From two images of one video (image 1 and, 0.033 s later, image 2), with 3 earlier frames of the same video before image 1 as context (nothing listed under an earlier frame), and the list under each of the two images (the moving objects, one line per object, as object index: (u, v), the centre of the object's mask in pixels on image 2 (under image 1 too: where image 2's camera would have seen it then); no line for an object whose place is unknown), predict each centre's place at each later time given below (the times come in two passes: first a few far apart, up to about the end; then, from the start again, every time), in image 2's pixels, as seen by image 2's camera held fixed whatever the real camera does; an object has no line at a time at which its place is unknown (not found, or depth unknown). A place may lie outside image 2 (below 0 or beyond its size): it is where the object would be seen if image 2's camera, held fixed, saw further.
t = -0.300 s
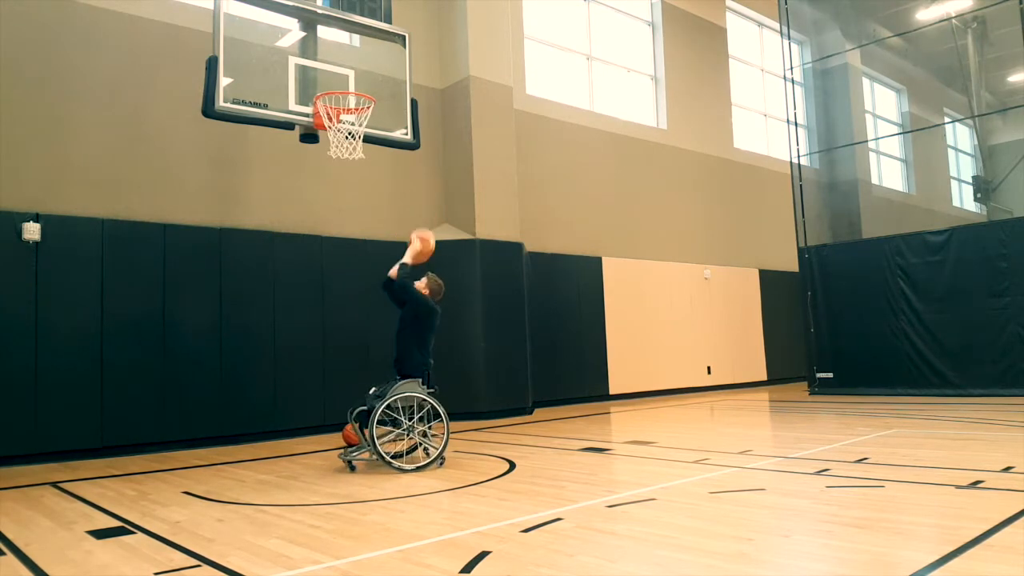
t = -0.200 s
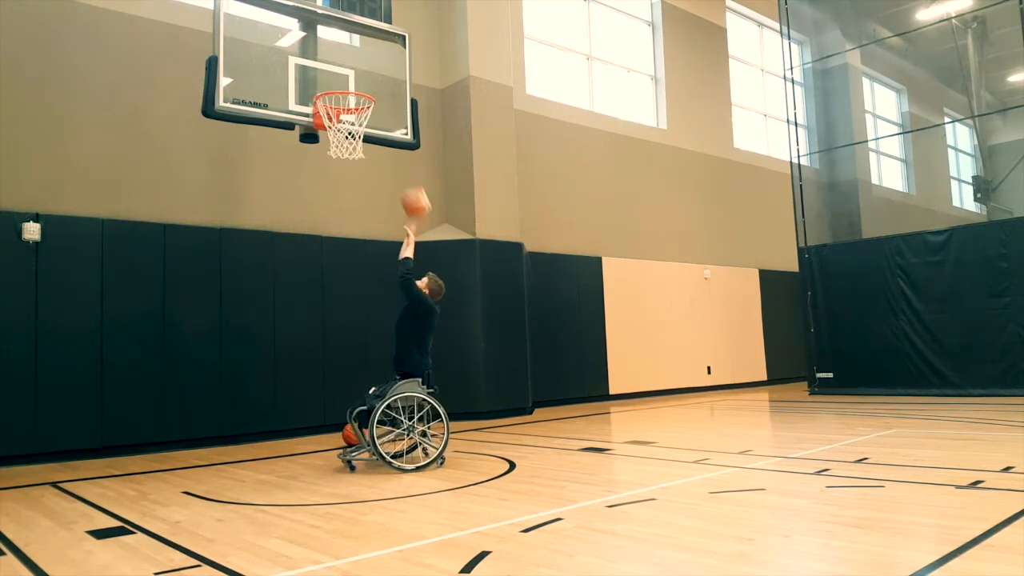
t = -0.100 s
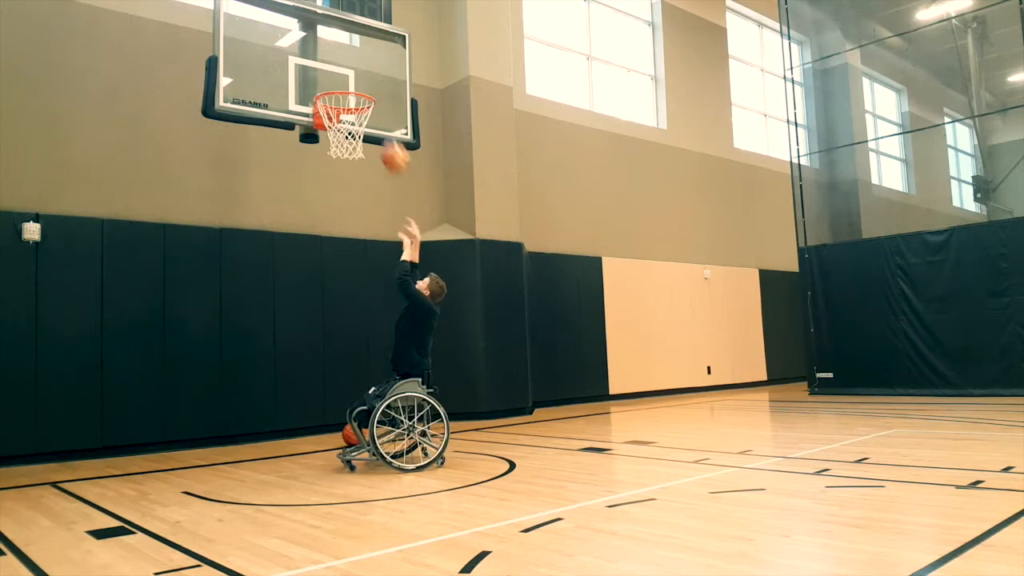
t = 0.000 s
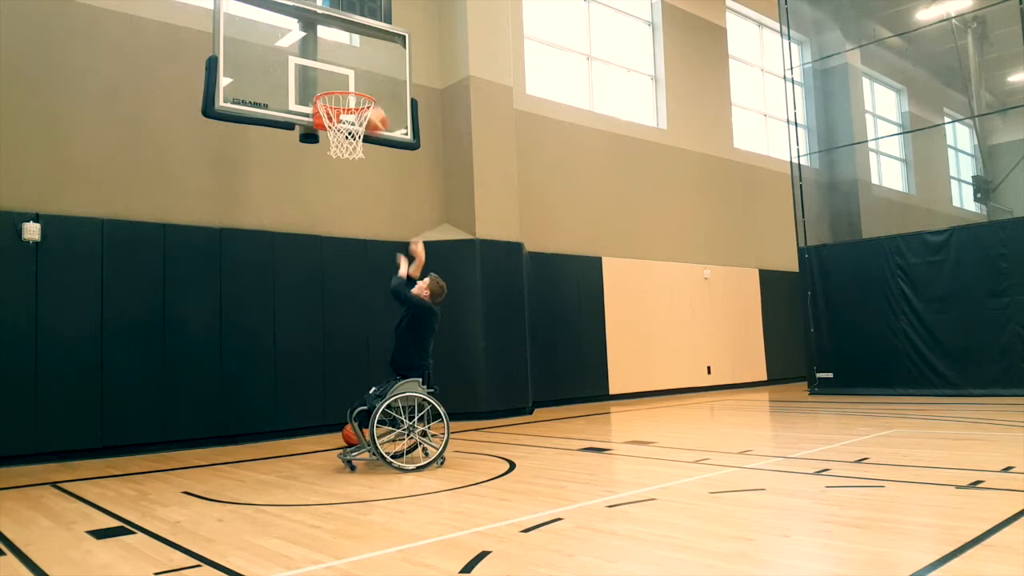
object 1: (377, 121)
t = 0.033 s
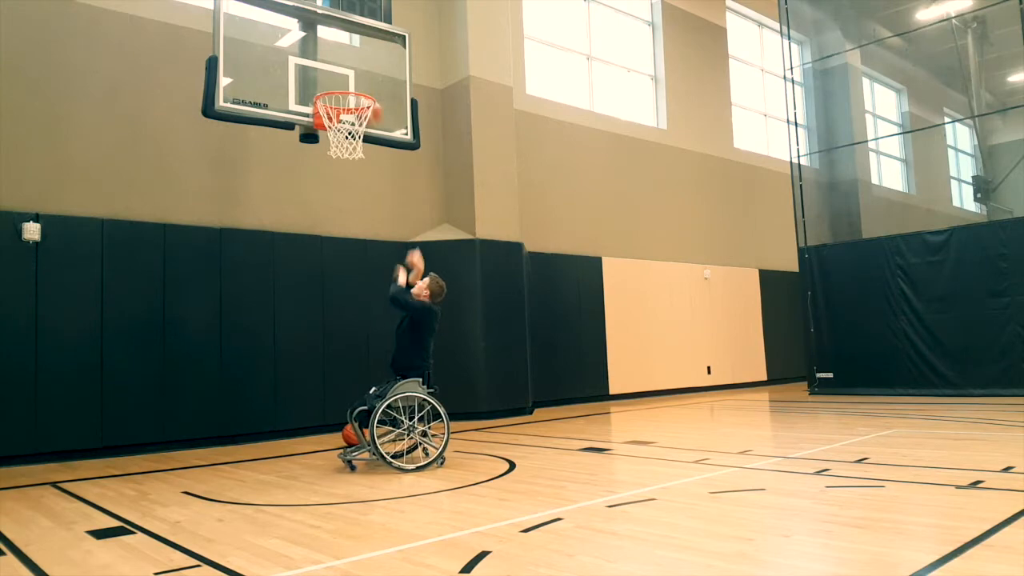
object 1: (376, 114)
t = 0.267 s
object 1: (356, 81)
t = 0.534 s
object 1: (335, 124)
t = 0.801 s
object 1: (327, 195)
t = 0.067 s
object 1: (360, 98)
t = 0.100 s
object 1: (360, 95)
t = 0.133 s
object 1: (359, 89)
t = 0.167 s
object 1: (358, 84)
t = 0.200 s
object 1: (357, 82)
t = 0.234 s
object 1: (356, 81)
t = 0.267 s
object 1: (356, 81)
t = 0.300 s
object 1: (354, 81)
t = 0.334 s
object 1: (354, 82)
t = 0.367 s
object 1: (353, 84)
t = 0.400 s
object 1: (353, 86)
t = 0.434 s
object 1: (347, 104)
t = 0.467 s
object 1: (343, 110)
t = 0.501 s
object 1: (339, 118)
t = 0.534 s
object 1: (335, 124)
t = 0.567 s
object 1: (333, 132)
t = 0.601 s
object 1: (331, 136)
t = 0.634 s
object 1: (331, 150)
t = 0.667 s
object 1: (330, 154)
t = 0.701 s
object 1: (329, 163)
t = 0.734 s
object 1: (329, 172)
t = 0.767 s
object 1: (328, 183)
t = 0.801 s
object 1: (327, 195)
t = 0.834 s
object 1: (327, 209)
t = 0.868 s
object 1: (326, 225)
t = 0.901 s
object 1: (325, 243)
